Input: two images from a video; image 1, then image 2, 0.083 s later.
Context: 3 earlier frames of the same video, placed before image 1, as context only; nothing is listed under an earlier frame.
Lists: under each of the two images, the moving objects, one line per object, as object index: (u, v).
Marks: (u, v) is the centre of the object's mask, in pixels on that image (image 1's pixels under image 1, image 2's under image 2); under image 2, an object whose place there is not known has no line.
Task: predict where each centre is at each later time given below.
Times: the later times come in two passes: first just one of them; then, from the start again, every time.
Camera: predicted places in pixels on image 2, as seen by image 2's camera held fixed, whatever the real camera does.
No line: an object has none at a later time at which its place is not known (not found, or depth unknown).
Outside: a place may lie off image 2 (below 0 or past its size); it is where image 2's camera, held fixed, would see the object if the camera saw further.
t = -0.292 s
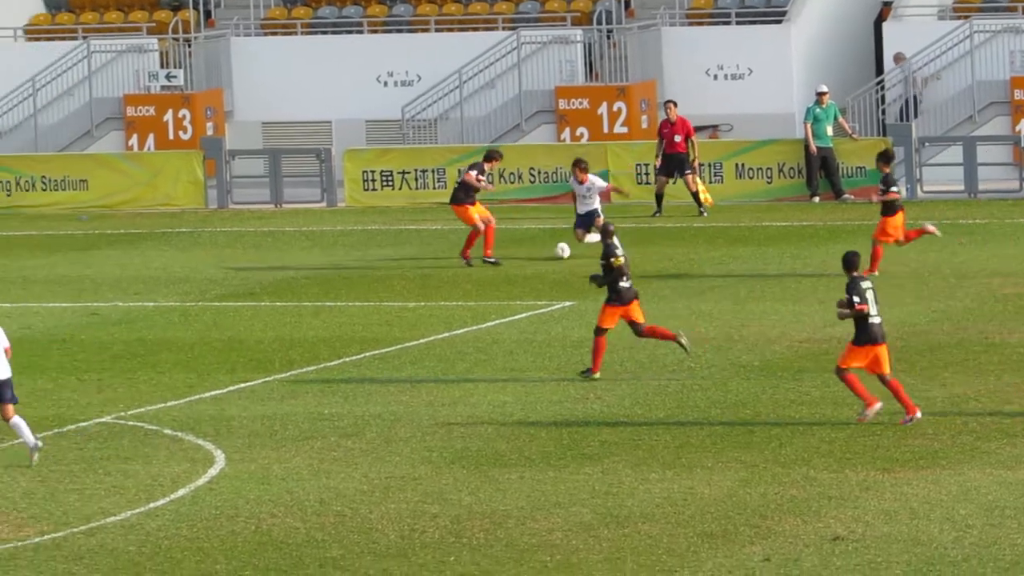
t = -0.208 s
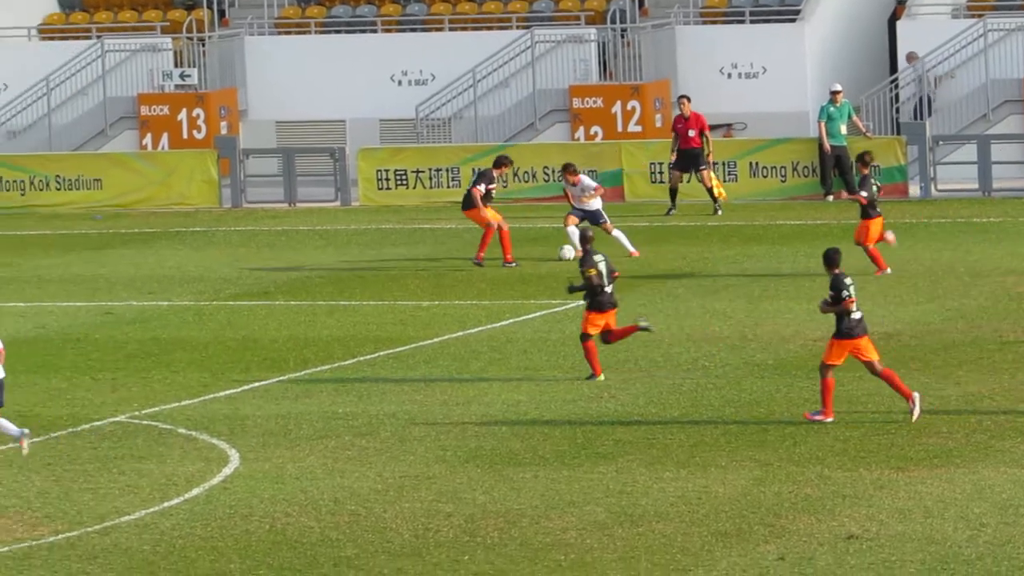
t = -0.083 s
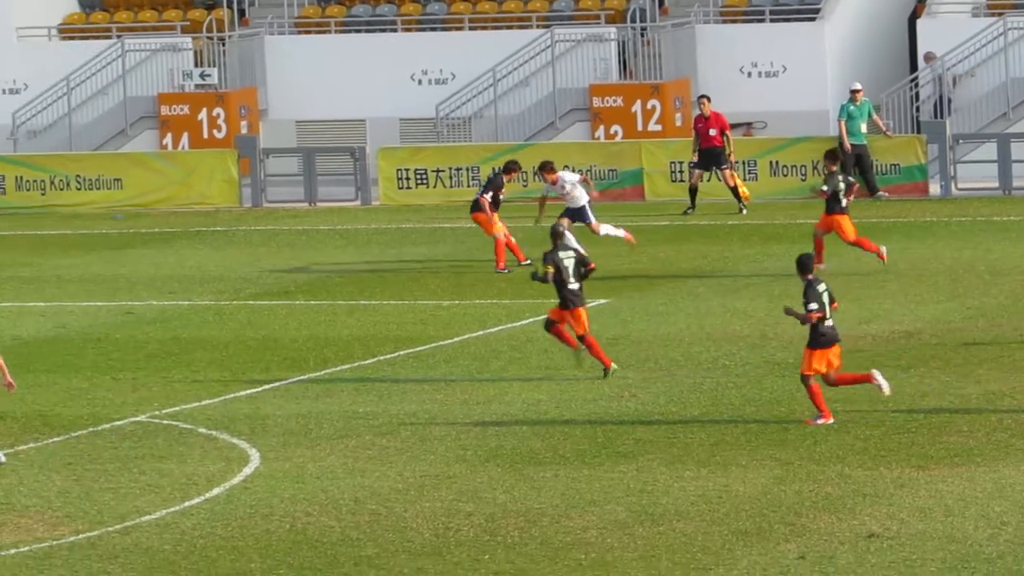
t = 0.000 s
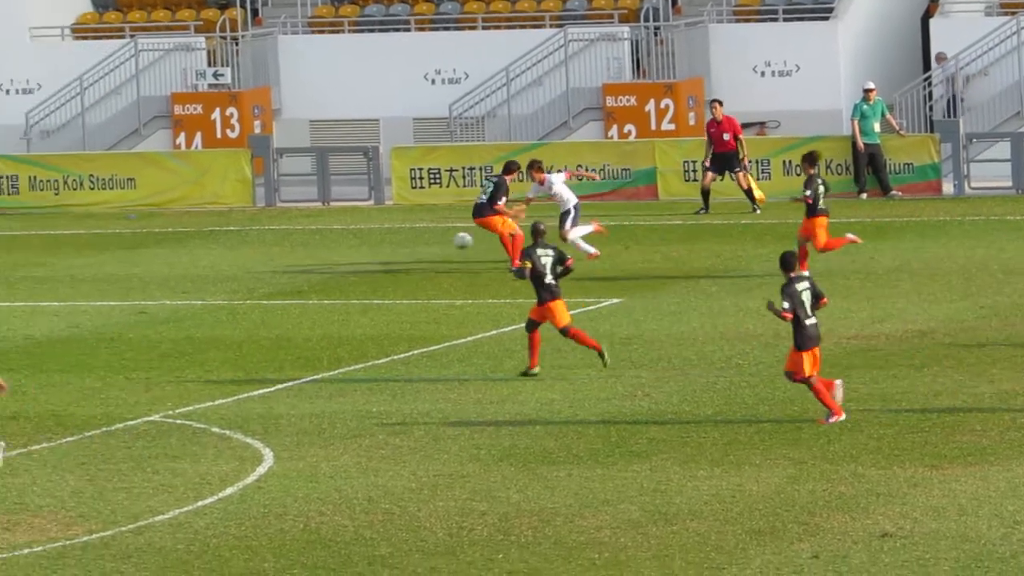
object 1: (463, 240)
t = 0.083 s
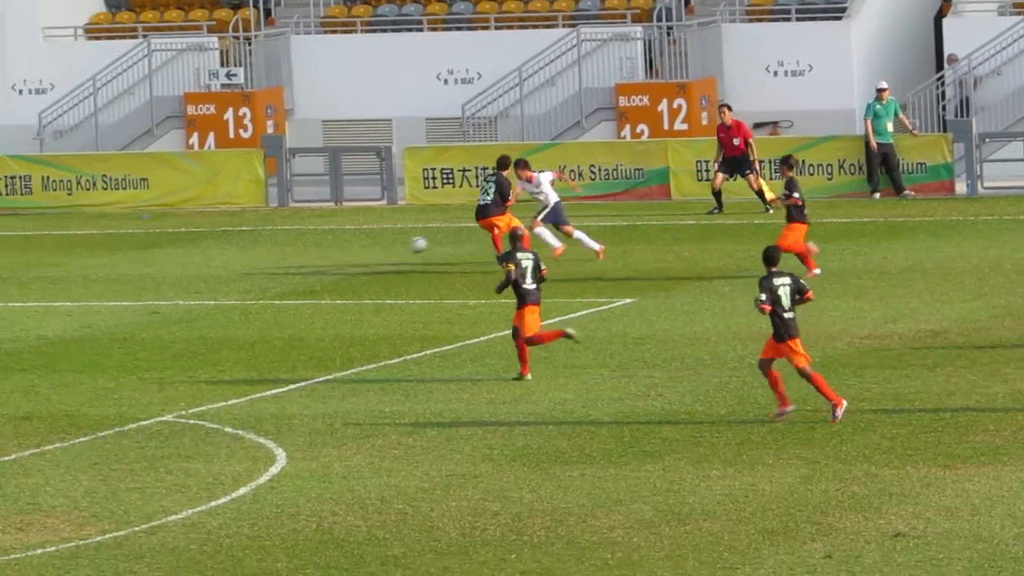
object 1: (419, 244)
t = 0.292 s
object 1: (288, 271)
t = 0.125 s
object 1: (393, 248)
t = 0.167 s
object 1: (365, 253)
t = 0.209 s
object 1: (337, 259)
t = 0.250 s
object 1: (310, 267)
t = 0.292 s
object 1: (288, 271)
